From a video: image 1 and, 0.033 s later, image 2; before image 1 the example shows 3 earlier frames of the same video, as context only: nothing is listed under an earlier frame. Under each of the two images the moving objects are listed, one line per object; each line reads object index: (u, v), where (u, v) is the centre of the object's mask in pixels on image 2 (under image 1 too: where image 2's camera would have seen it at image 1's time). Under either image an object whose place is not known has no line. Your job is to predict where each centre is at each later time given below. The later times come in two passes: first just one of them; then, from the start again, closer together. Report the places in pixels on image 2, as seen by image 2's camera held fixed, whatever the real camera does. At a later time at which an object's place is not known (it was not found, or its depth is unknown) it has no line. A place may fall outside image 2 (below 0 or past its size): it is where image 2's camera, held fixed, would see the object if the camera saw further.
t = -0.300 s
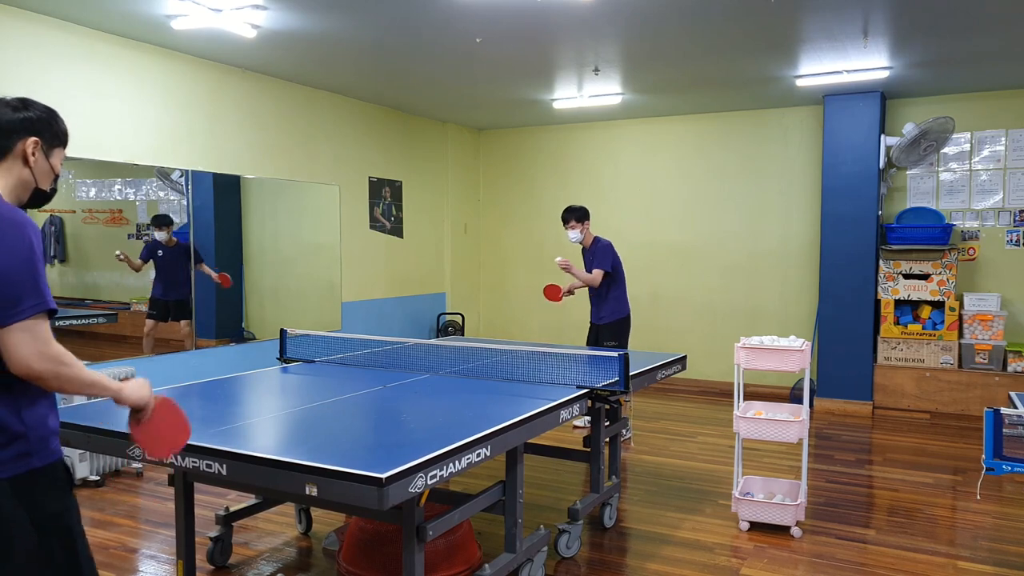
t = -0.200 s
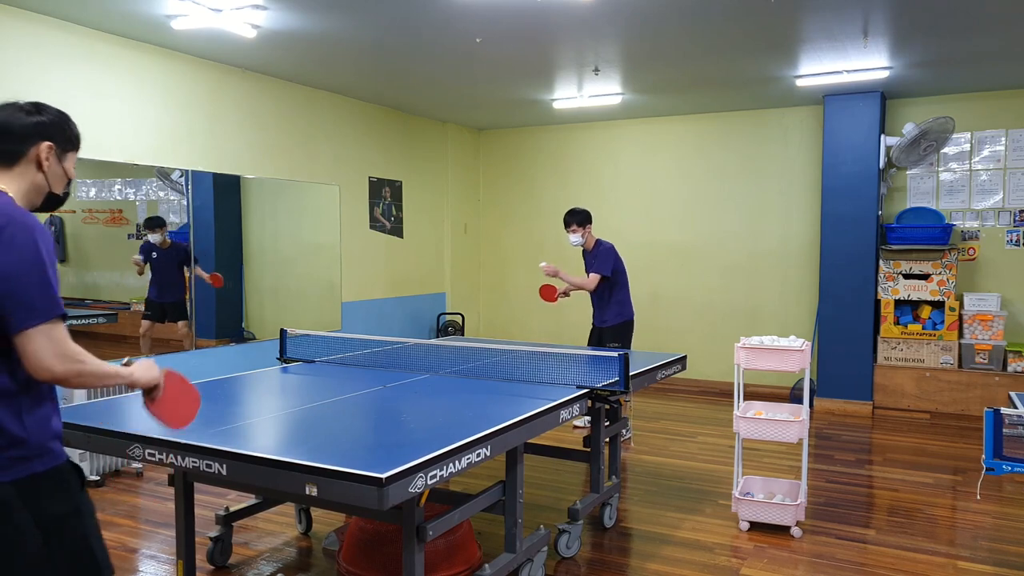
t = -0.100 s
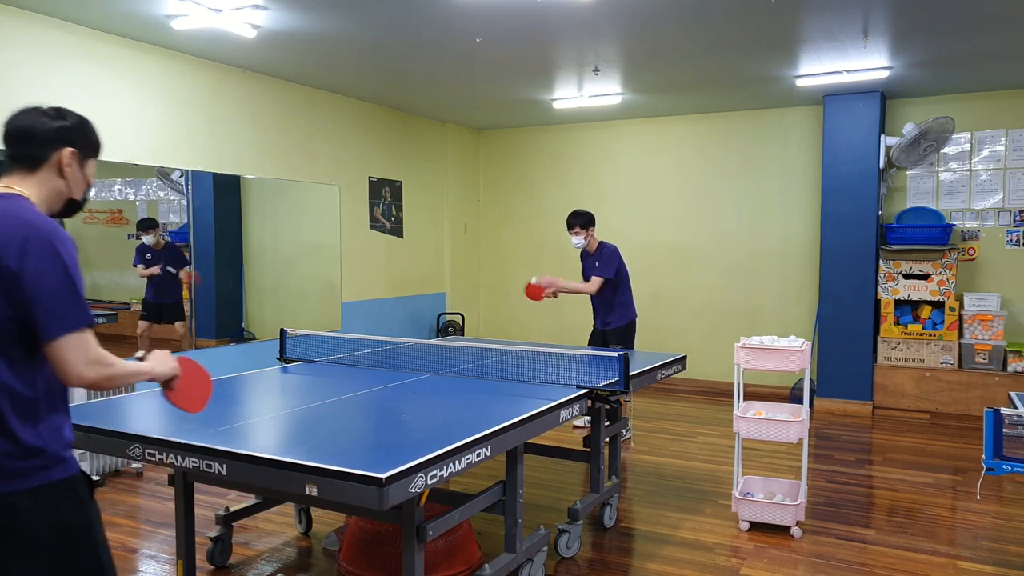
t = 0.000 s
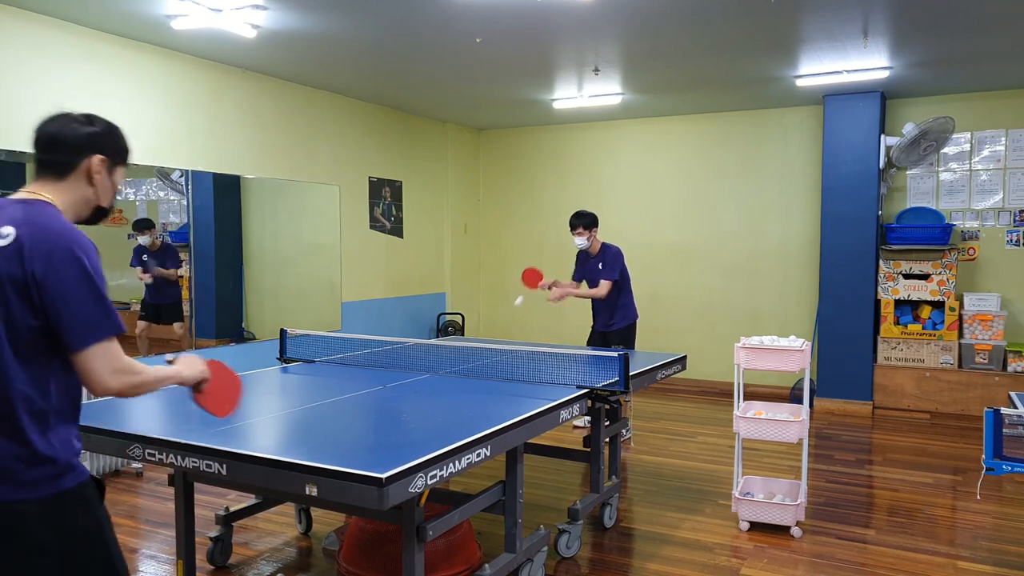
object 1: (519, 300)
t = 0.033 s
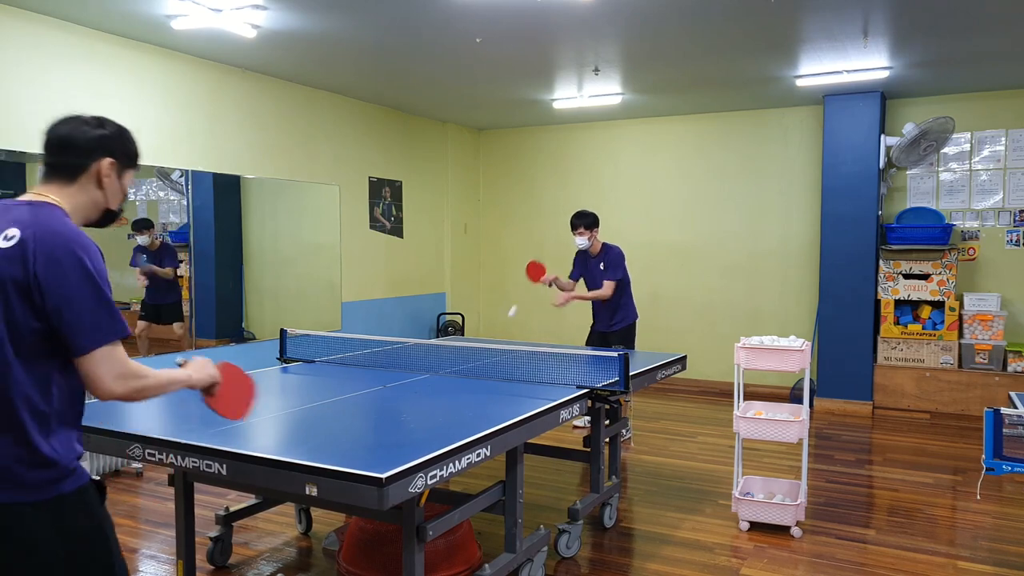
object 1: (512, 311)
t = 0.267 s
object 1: (466, 310)
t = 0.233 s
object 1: (473, 313)
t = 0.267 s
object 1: (466, 310)
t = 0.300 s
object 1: (459, 310)
